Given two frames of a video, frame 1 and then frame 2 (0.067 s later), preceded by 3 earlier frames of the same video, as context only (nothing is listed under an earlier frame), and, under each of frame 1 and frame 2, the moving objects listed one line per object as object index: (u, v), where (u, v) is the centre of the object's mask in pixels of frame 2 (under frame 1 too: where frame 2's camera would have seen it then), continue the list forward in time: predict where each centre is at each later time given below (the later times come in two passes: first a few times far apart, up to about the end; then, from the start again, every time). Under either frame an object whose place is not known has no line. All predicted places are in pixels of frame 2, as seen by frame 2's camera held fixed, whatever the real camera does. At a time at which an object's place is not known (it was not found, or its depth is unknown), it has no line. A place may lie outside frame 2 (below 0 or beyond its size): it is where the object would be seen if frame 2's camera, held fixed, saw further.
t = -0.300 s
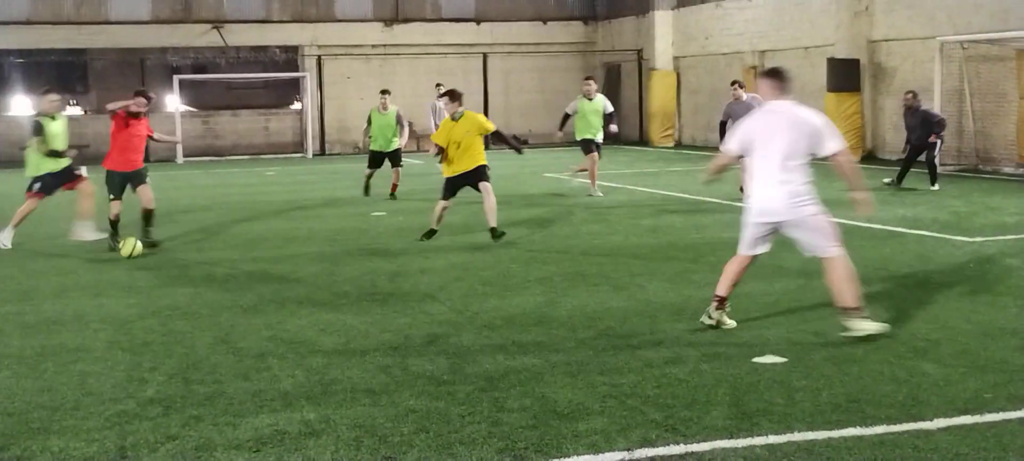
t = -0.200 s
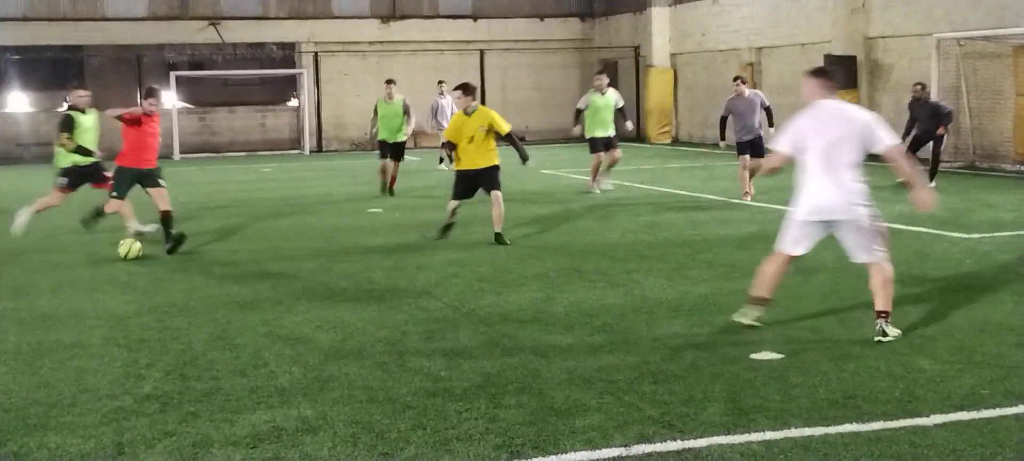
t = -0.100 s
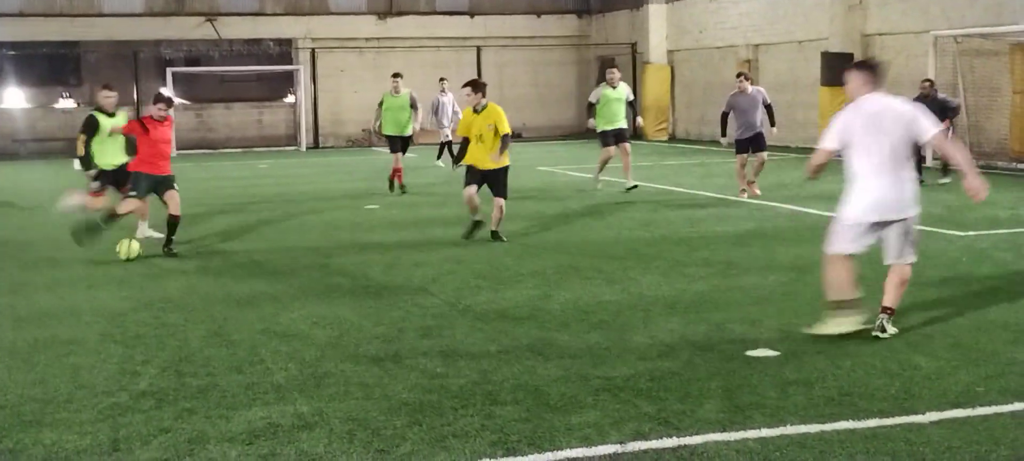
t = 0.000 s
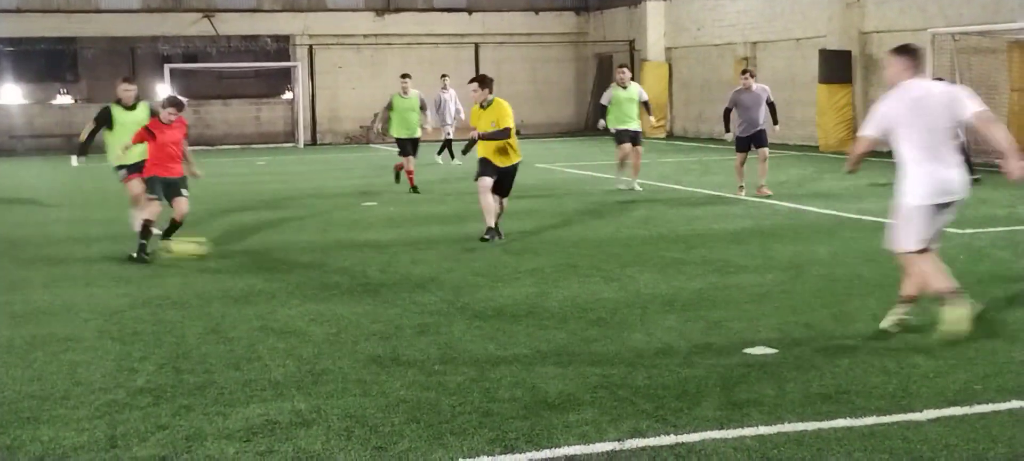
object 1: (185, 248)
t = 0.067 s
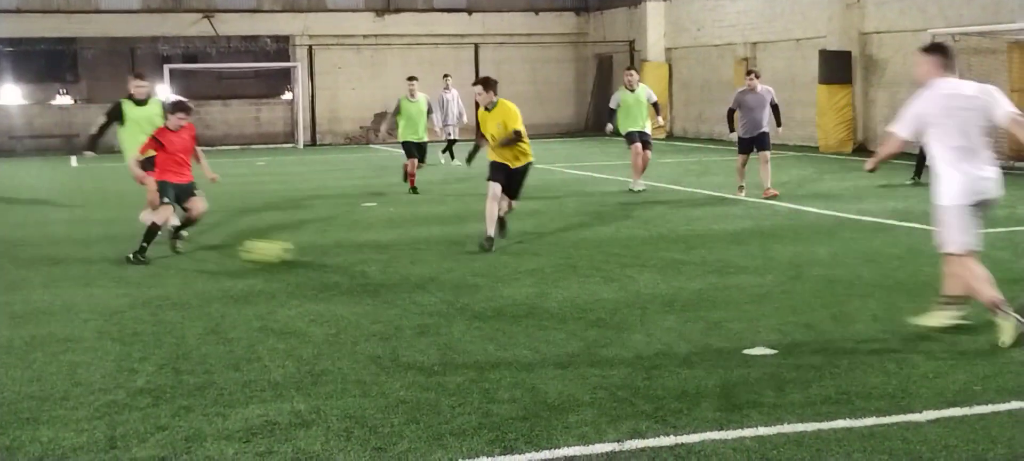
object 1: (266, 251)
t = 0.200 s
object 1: (446, 267)
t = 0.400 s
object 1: (730, 285)
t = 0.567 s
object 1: (989, 303)
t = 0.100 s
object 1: (310, 254)
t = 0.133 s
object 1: (356, 258)
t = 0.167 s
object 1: (402, 264)
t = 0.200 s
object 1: (446, 267)
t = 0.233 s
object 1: (492, 269)
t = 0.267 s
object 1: (537, 271)
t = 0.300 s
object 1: (585, 275)
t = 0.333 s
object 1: (631, 279)
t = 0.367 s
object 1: (680, 282)
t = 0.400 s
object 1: (730, 285)
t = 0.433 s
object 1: (780, 287)
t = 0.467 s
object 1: (831, 290)
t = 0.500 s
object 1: (884, 294)
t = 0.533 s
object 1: (935, 299)
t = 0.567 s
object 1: (989, 303)
